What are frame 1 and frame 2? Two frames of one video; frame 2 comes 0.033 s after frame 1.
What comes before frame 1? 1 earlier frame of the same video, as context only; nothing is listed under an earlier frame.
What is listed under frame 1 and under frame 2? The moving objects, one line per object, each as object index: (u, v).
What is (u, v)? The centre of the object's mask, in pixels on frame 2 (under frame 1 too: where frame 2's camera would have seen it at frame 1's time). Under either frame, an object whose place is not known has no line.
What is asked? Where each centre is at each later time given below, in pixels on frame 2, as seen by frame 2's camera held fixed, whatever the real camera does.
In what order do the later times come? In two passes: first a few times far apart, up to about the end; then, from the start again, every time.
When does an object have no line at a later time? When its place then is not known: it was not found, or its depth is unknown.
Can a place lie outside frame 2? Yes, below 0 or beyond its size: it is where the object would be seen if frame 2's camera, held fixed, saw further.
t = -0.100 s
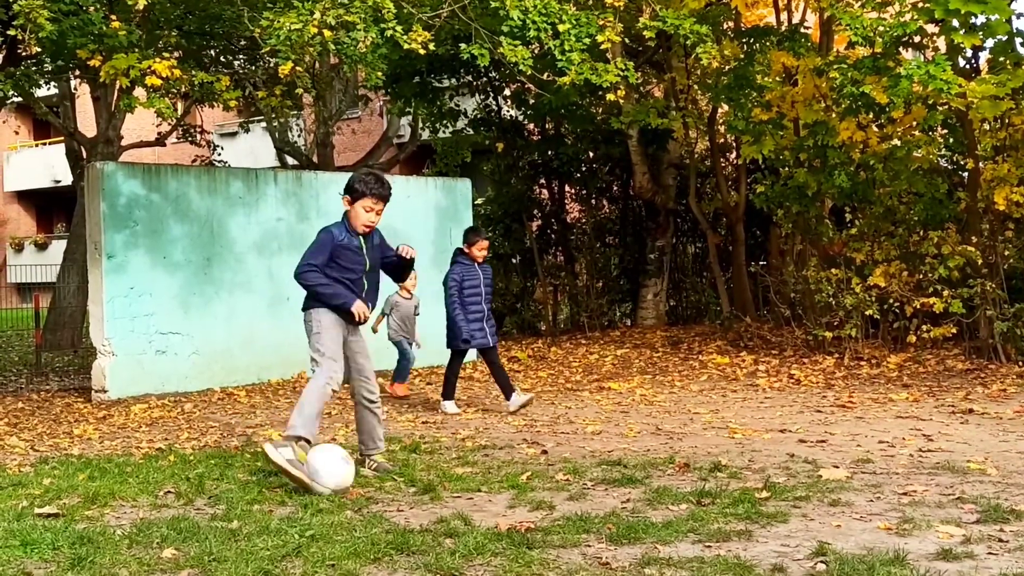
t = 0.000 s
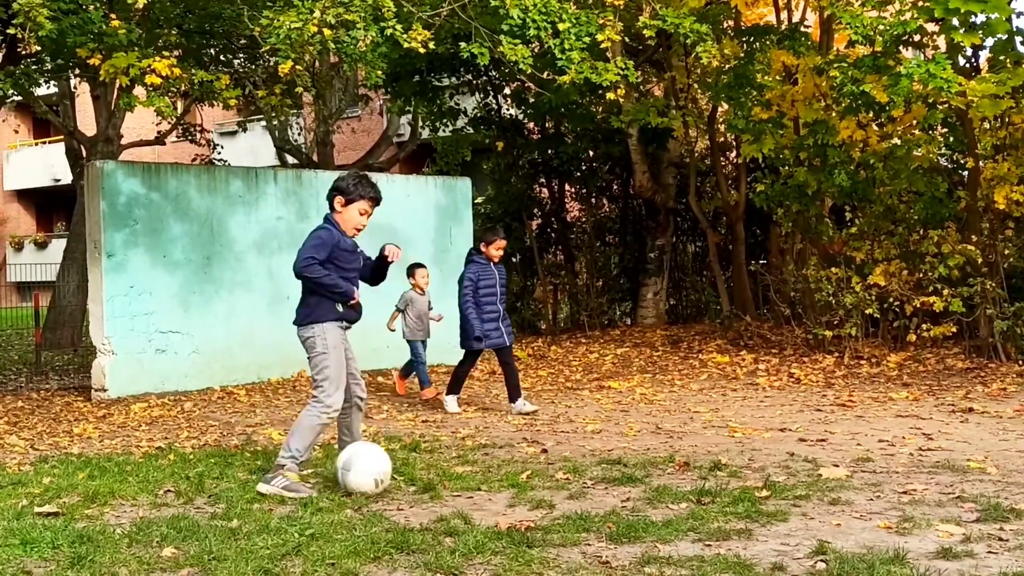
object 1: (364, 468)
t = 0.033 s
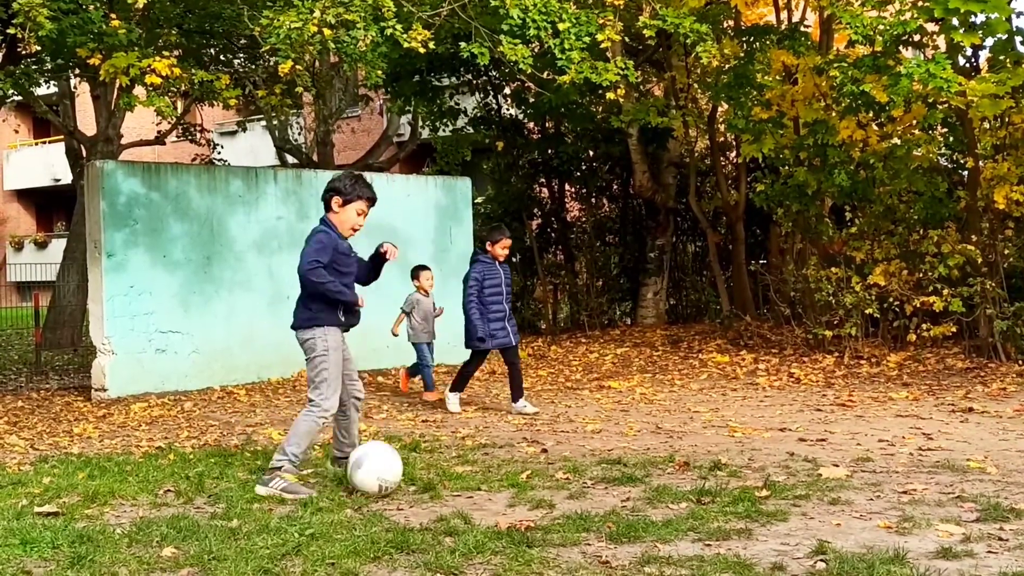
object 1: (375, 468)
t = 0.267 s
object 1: (444, 465)
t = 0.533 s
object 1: (509, 465)
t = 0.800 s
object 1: (569, 466)
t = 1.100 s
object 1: (638, 467)
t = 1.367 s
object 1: (688, 464)
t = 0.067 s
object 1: (386, 467)
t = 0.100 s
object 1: (397, 468)
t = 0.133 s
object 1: (408, 467)
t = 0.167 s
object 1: (417, 465)
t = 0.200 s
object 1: (426, 463)
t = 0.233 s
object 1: (435, 462)
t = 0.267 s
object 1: (444, 465)
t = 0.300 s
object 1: (453, 463)
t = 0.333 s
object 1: (461, 462)
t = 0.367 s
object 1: (468, 463)
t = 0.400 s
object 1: (477, 466)
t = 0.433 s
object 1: (485, 464)
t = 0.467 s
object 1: (494, 465)
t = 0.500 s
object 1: (501, 465)
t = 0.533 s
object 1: (509, 465)
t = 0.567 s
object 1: (516, 463)
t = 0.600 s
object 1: (523, 462)
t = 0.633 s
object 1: (531, 463)
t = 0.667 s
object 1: (538, 465)
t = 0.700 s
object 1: (546, 466)
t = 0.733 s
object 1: (554, 467)
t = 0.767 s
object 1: (561, 468)
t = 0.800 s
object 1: (569, 466)
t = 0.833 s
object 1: (576, 464)
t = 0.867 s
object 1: (584, 465)
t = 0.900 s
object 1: (591, 466)
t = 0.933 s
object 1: (599, 468)
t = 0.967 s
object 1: (607, 469)
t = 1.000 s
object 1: (615, 468)
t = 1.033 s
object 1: (623, 468)
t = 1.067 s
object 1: (630, 467)
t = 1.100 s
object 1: (638, 467)
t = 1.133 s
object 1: (645, 466)
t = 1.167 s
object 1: (652, 466)
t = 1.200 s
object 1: (659, 466)
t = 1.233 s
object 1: (666, 465)
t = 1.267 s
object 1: (671, 465)
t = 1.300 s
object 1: (678, 465)
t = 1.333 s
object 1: (683, 464)
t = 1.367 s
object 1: (688, 464)
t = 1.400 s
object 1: (693, 464)
